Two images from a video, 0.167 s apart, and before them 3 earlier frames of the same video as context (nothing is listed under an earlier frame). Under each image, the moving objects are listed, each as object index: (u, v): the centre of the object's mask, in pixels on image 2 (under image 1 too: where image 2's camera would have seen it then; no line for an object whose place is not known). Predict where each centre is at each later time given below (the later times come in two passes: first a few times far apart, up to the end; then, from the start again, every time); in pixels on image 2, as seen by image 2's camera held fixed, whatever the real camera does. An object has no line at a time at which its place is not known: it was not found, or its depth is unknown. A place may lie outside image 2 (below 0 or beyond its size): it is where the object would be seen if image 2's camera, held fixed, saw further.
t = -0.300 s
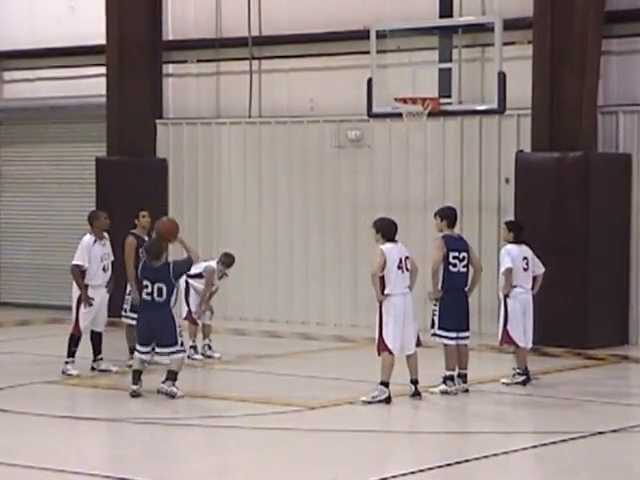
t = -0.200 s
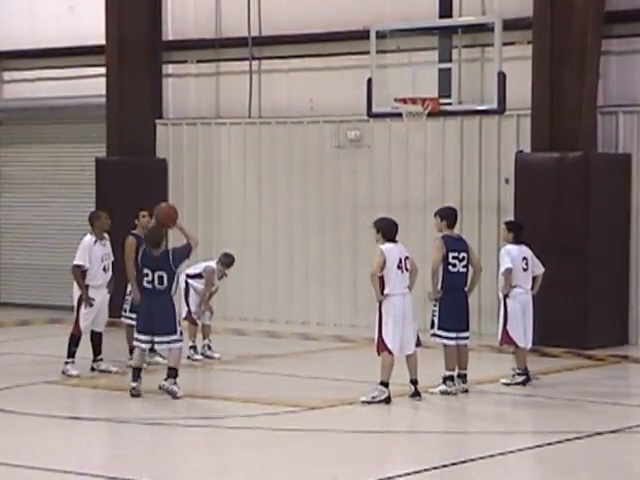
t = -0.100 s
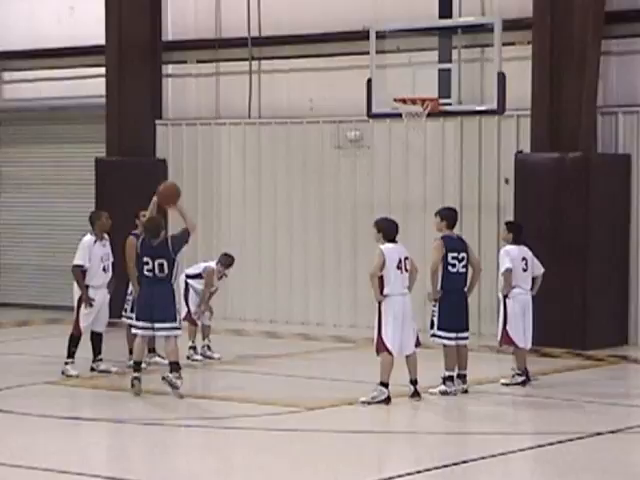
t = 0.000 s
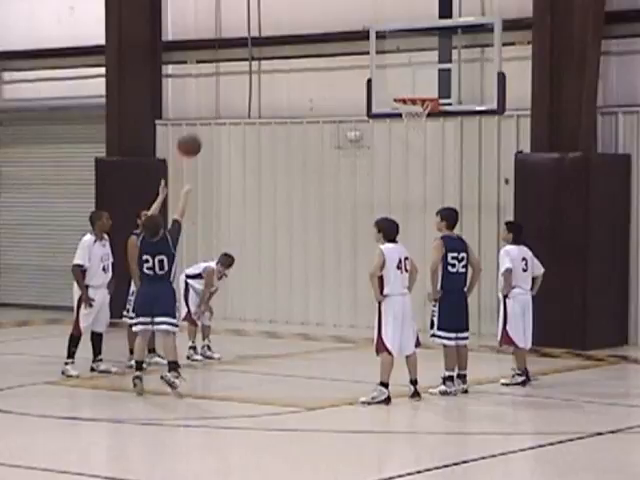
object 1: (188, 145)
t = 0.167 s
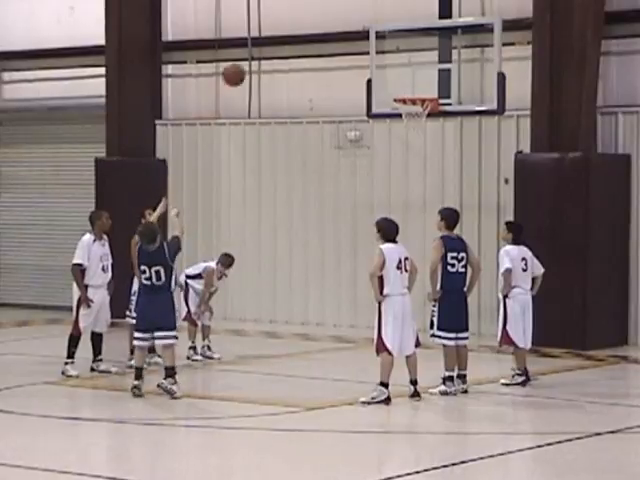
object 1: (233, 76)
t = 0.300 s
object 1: (263, 42)
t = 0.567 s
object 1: (325, 27)
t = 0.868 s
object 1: (386, 84)
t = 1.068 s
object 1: (359, 70)
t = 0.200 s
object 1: (239, 67)
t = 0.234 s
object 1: (247, 58)
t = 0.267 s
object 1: (255, 48)
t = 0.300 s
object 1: (263, 42)
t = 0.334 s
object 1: (272, 37)
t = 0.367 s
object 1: (280, 32)
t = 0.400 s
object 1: (288, 28)
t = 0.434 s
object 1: (296, 26)
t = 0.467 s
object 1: (303, 24)
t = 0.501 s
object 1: (311, 24)
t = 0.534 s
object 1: (318, 24)
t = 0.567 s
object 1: (325, 27)
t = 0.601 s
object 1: (332, 29)
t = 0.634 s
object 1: (339, 32)
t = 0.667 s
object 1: (346, 37)
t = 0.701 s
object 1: (353, 42)
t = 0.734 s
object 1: (359, 49)
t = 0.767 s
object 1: (366, 57)
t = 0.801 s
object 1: (373, 65)
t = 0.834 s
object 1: (379, 74)
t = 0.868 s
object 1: (386, 84)
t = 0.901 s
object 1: (390, 92)
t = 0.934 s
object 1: (384, 86)
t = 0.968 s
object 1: (377, 80)
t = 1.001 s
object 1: (371, 76)
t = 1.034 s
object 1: (365, 72)
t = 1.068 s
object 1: (359, 70)
